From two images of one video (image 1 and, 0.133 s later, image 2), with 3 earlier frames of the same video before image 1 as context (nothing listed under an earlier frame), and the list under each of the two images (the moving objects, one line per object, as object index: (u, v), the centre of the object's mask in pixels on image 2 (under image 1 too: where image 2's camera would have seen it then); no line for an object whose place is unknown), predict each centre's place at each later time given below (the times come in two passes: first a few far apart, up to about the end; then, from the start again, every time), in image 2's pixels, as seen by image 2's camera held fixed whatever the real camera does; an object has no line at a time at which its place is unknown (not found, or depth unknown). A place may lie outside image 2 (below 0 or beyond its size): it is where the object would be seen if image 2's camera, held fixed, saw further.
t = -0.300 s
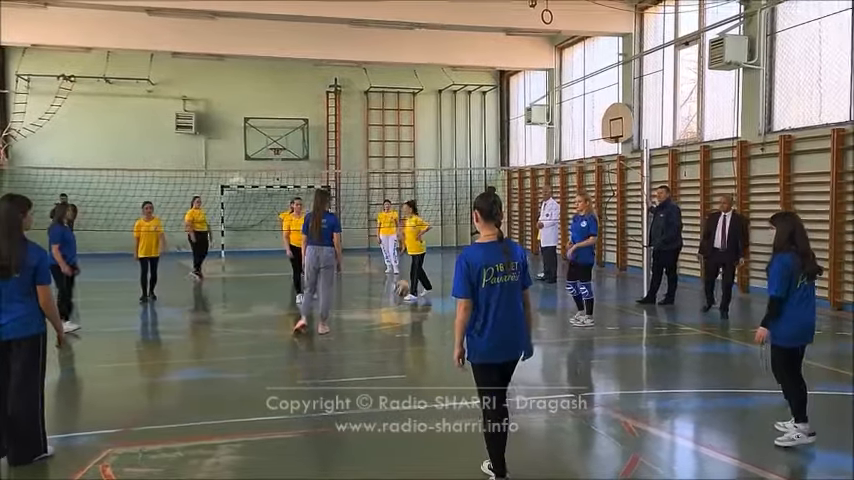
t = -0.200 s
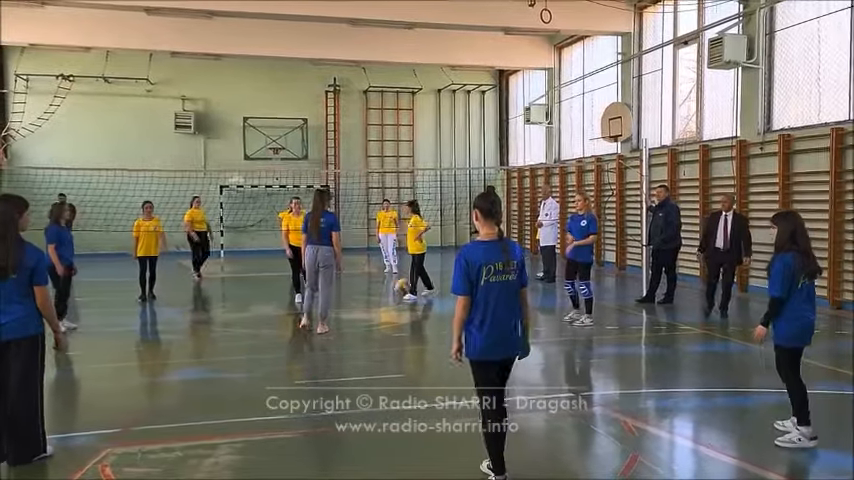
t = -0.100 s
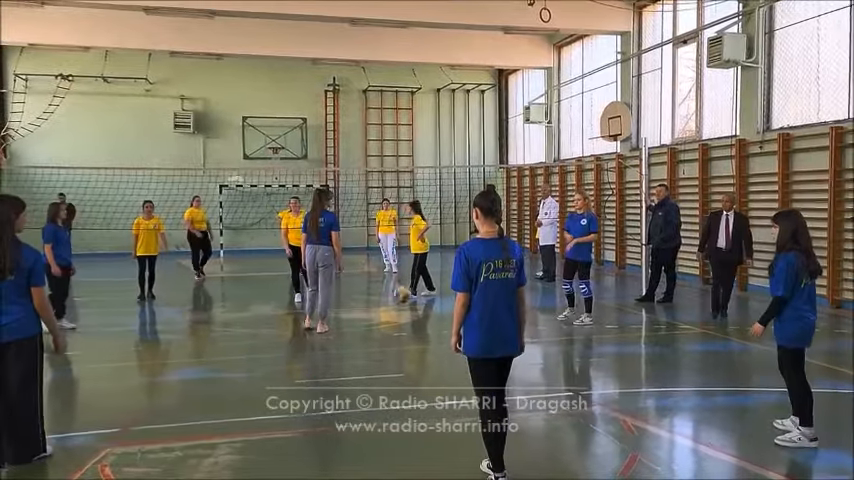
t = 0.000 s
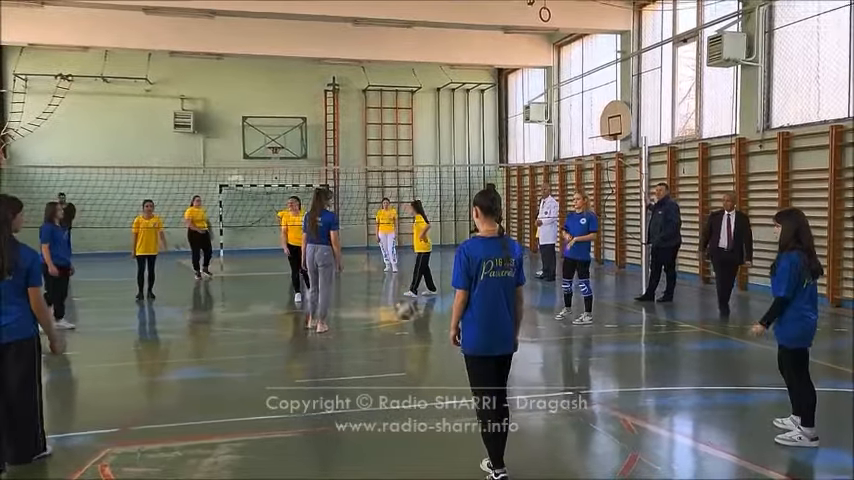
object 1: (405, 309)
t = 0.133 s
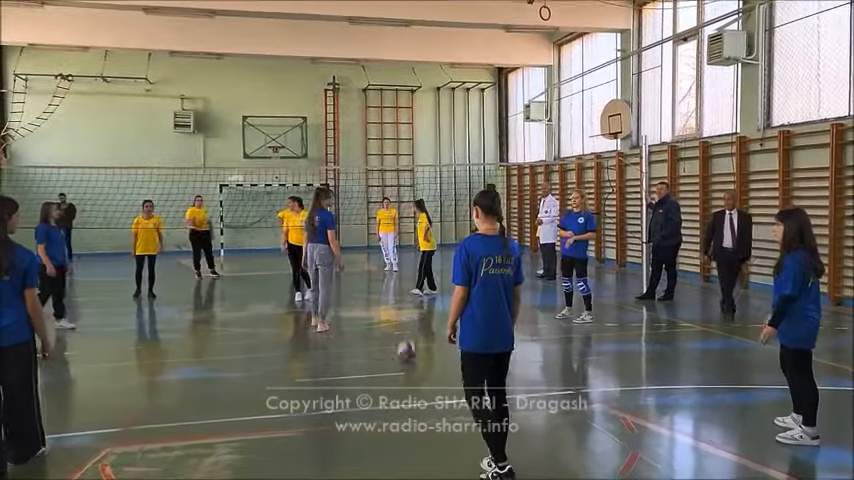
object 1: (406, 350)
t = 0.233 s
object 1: (408, 334)
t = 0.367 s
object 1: (412, 324)
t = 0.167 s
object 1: (407, 344)
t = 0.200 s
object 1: (408, 338)
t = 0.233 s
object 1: (408, 334)
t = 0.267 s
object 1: (408, 328)
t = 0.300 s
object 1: (410, 327)
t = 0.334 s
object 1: (410, 325)
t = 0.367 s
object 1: (412, 324)
